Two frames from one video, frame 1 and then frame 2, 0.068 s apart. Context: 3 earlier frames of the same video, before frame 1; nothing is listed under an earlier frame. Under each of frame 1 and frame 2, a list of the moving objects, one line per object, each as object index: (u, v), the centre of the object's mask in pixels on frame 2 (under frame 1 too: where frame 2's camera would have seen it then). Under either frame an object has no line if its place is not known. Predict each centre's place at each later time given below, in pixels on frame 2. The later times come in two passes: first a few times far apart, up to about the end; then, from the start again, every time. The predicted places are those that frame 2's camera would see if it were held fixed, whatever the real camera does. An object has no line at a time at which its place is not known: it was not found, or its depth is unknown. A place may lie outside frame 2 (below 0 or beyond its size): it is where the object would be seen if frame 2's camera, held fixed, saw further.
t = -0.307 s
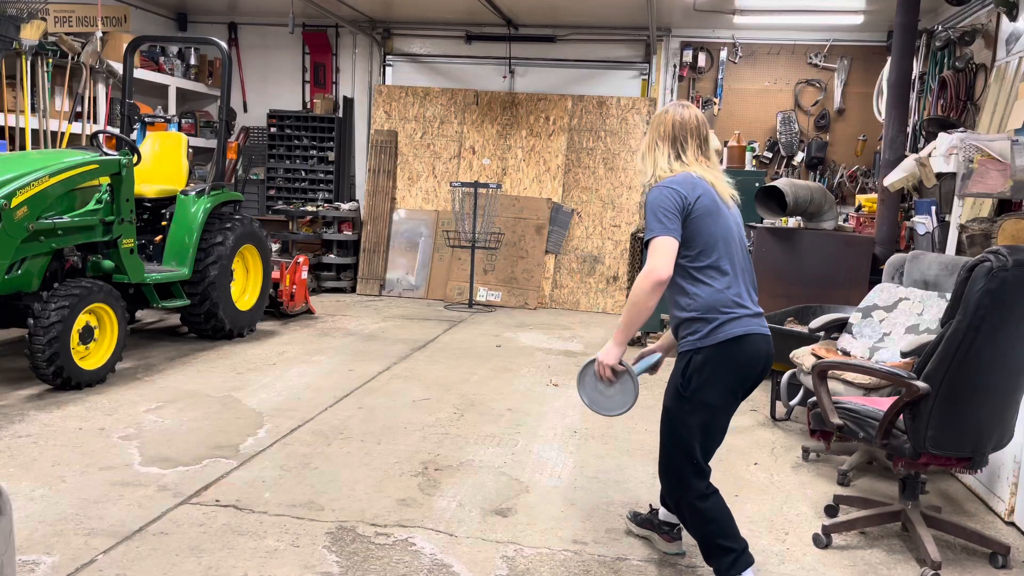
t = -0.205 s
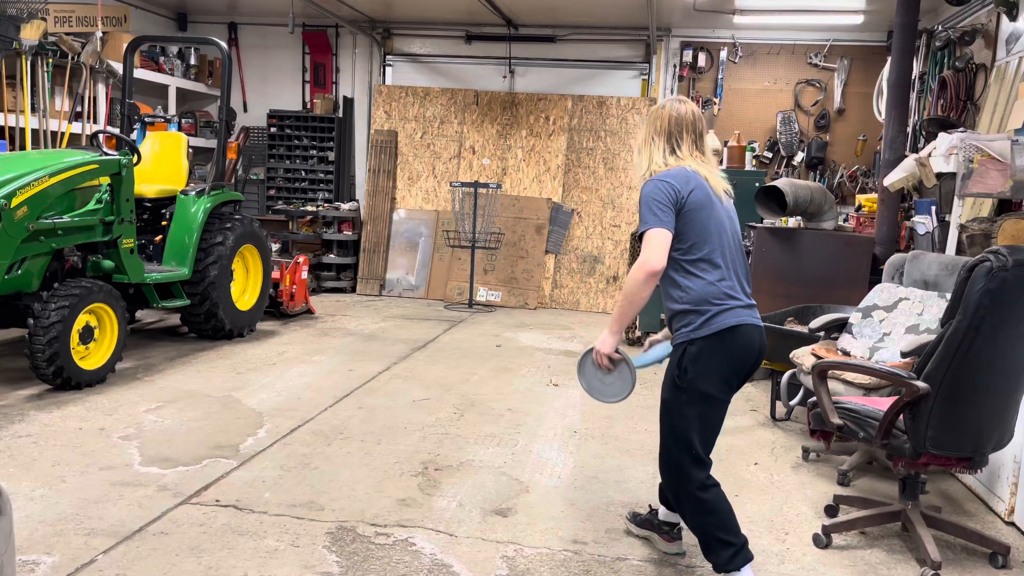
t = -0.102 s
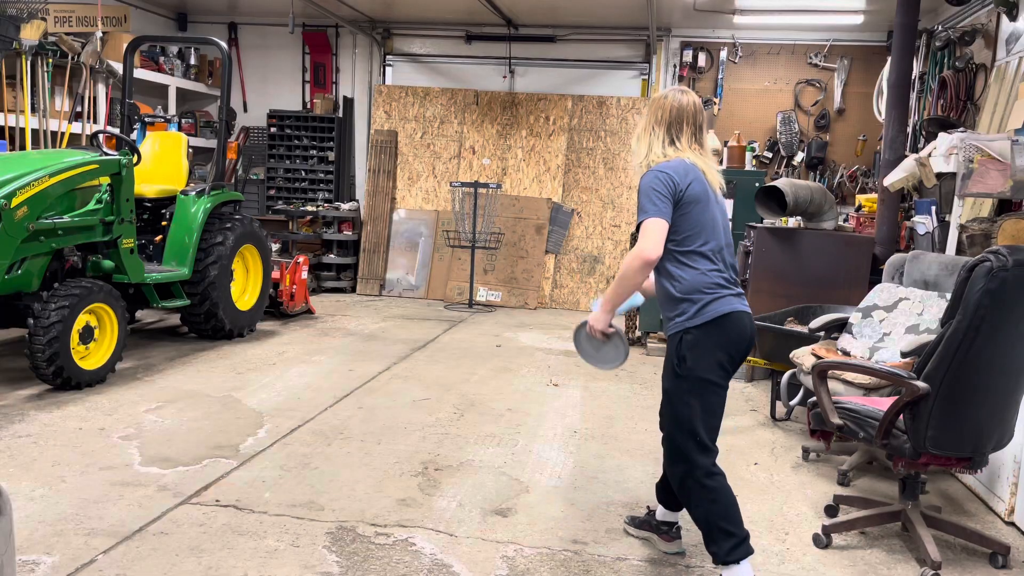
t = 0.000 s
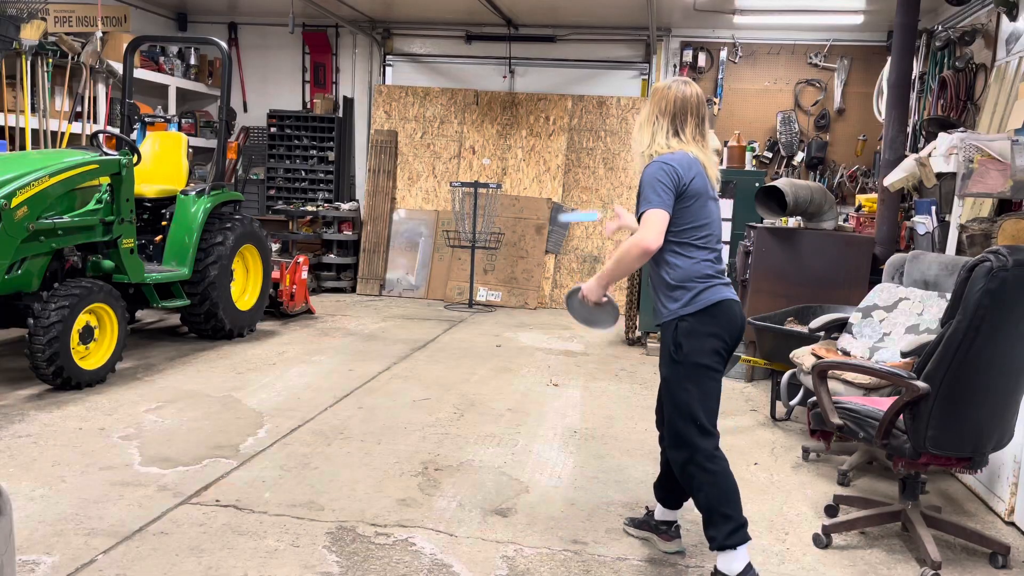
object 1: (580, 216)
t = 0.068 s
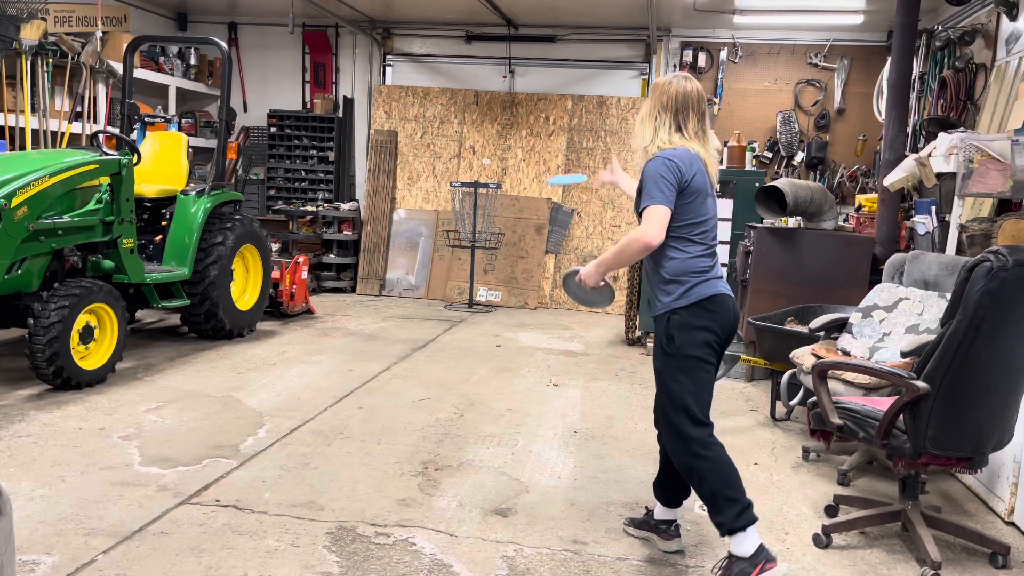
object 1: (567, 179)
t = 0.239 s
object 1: (540, 147)
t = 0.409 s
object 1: (521, 156)
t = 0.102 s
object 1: (562, 167)
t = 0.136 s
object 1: (555, 158)
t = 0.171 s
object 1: (550, 152)
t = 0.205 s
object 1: (545, 149)
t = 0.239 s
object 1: (540, 147)
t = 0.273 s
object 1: (536, 147)
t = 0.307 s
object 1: (532, 147)
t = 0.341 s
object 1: (529, 149)
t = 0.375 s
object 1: (524, 152)
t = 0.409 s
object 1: (521, 156)
